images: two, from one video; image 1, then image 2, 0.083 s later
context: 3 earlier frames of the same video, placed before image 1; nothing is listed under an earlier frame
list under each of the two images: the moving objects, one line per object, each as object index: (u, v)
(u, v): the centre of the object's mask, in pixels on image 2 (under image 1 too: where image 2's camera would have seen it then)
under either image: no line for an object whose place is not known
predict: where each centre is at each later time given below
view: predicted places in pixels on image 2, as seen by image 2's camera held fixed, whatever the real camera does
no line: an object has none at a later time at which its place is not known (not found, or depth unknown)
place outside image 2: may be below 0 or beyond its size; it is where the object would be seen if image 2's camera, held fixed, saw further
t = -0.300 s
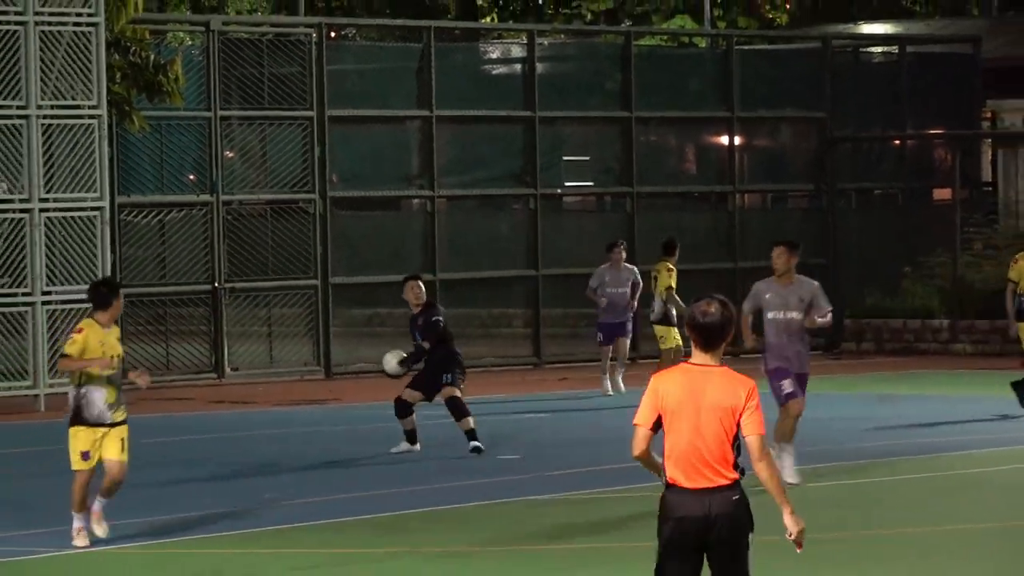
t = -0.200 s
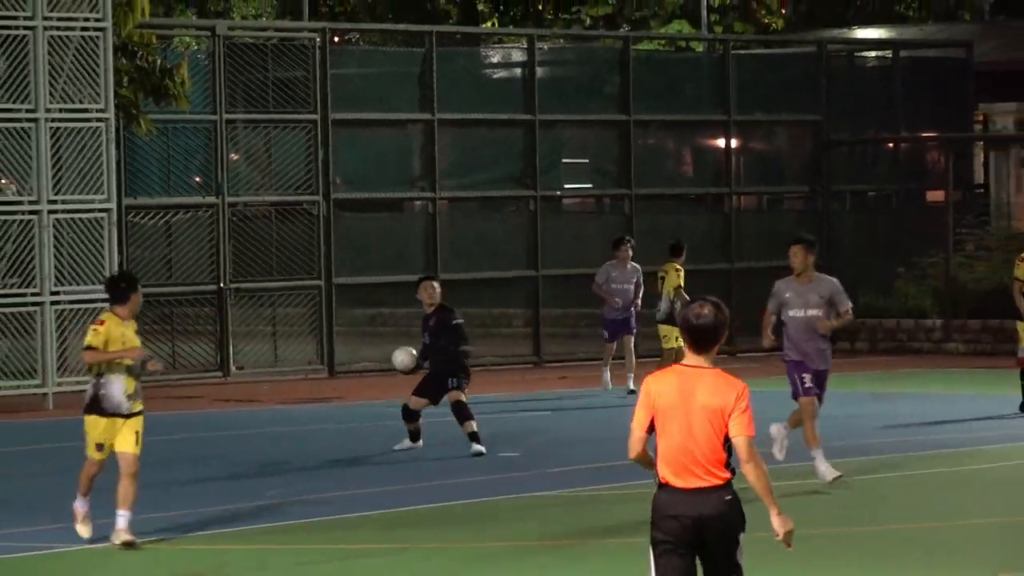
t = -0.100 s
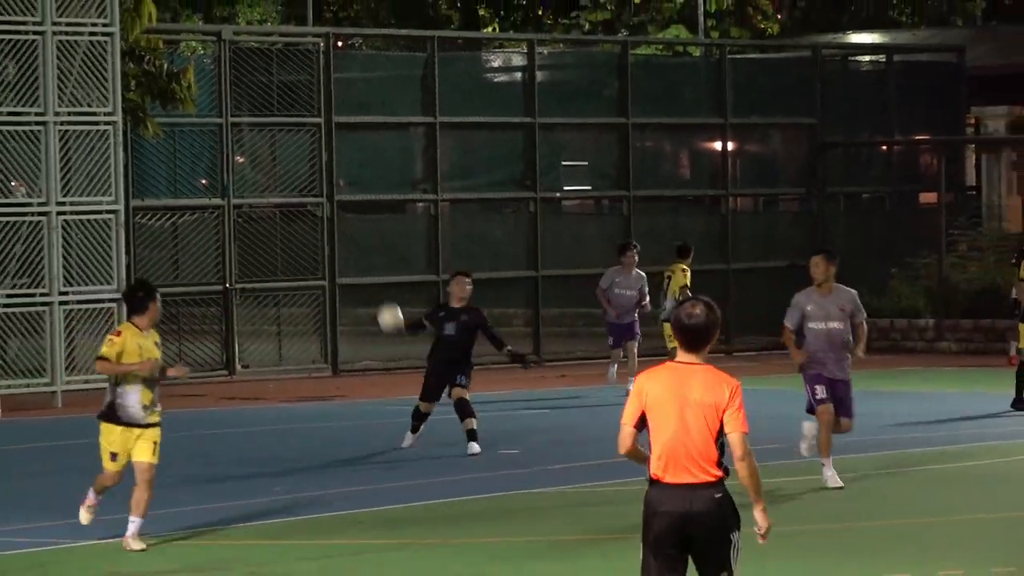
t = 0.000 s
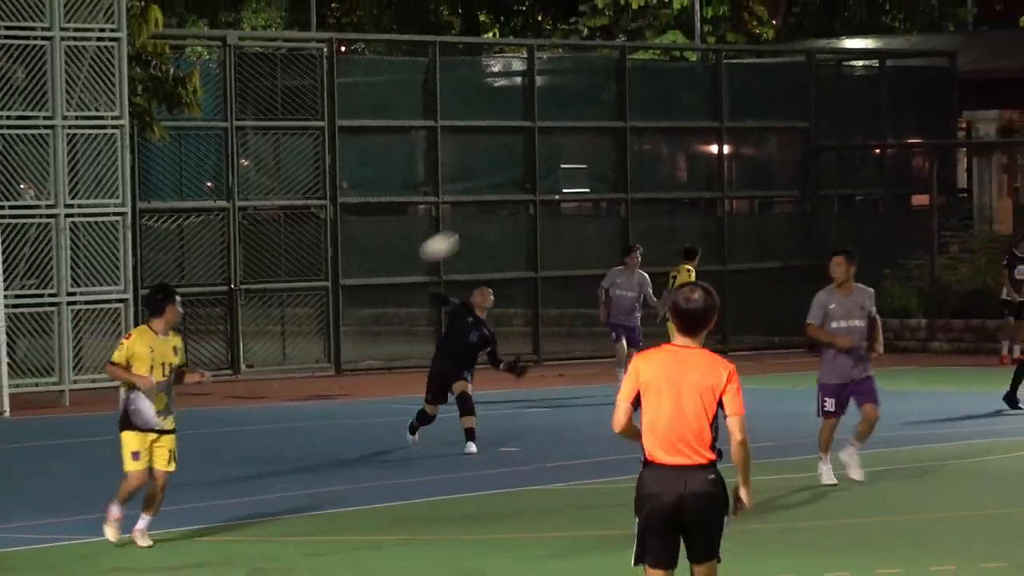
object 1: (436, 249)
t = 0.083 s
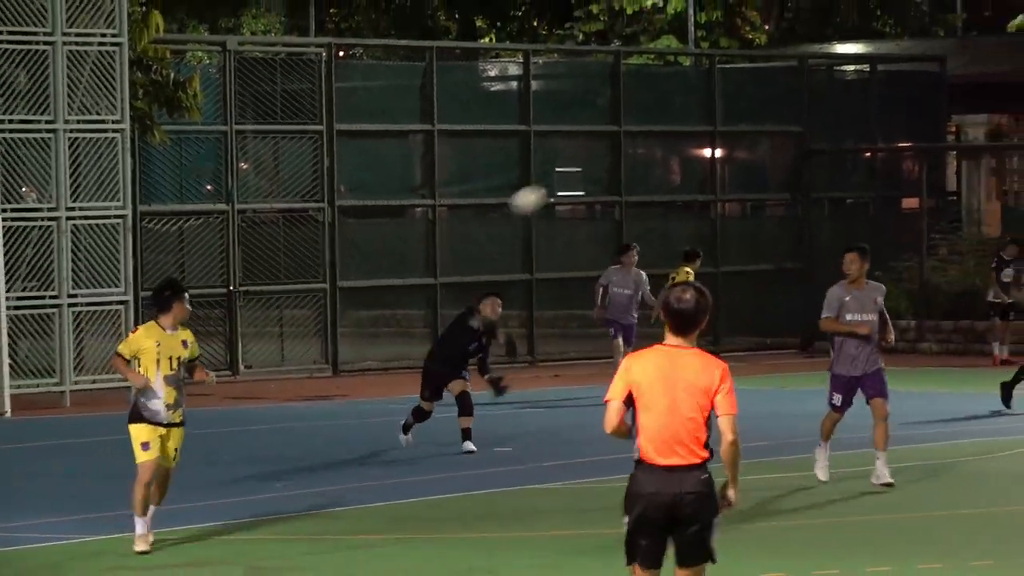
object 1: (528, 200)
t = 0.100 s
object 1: (547, 190)
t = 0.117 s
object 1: (566, 181)
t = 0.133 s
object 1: (584, 172)
